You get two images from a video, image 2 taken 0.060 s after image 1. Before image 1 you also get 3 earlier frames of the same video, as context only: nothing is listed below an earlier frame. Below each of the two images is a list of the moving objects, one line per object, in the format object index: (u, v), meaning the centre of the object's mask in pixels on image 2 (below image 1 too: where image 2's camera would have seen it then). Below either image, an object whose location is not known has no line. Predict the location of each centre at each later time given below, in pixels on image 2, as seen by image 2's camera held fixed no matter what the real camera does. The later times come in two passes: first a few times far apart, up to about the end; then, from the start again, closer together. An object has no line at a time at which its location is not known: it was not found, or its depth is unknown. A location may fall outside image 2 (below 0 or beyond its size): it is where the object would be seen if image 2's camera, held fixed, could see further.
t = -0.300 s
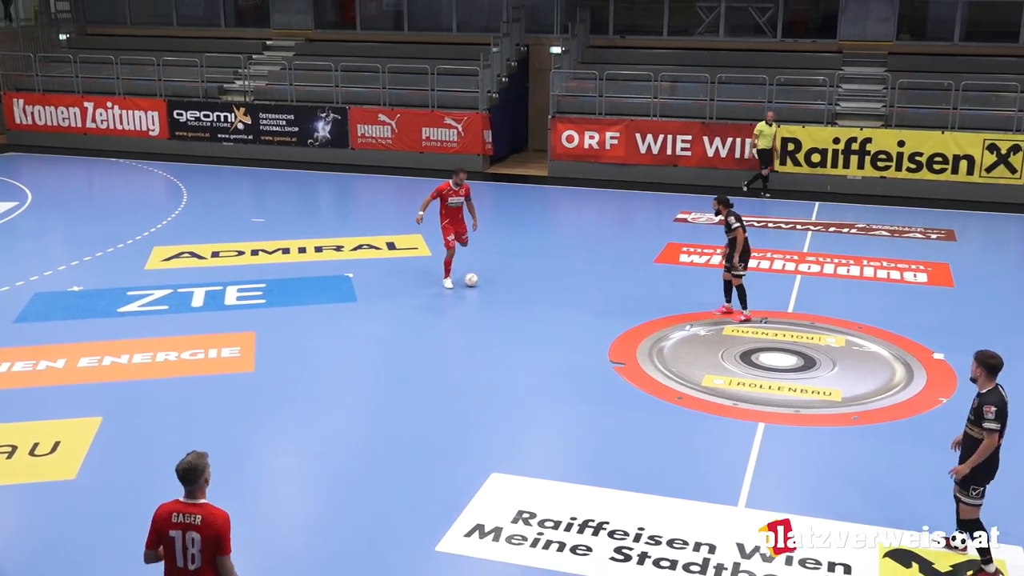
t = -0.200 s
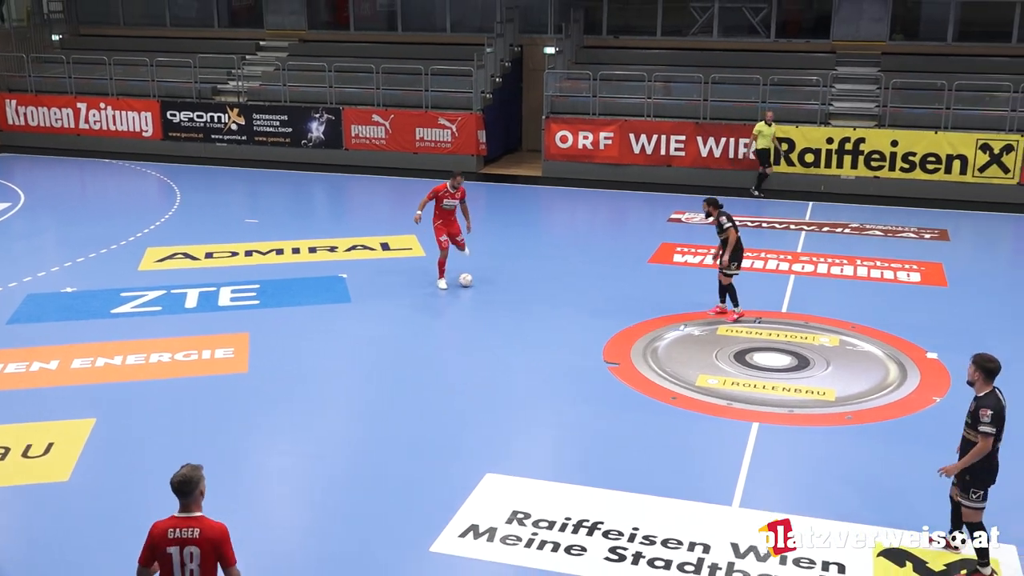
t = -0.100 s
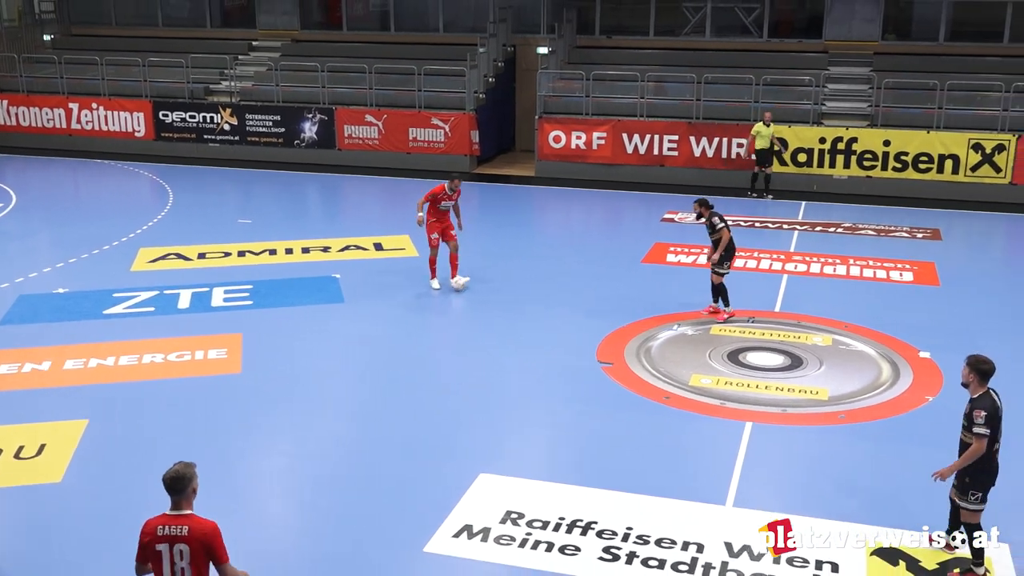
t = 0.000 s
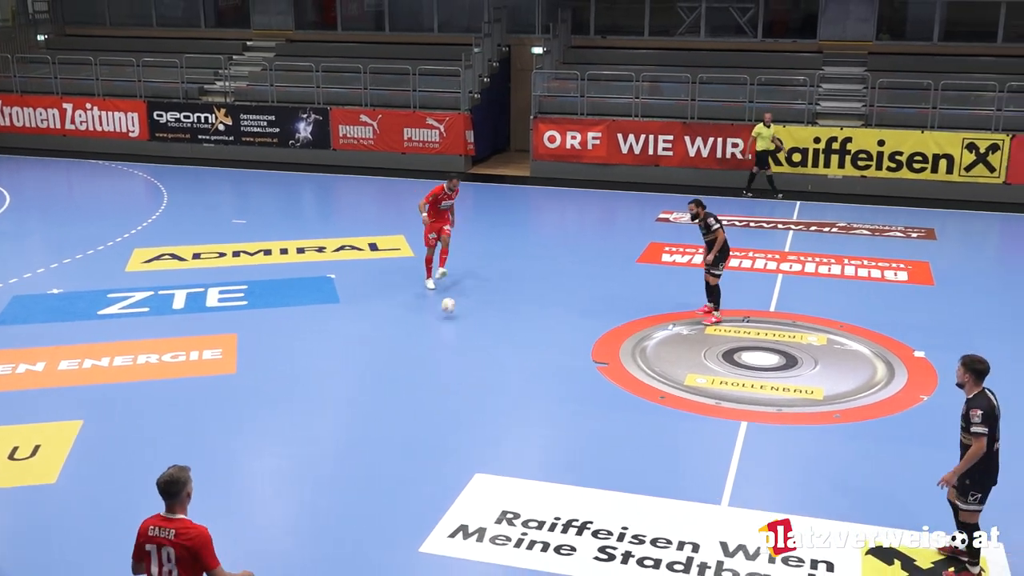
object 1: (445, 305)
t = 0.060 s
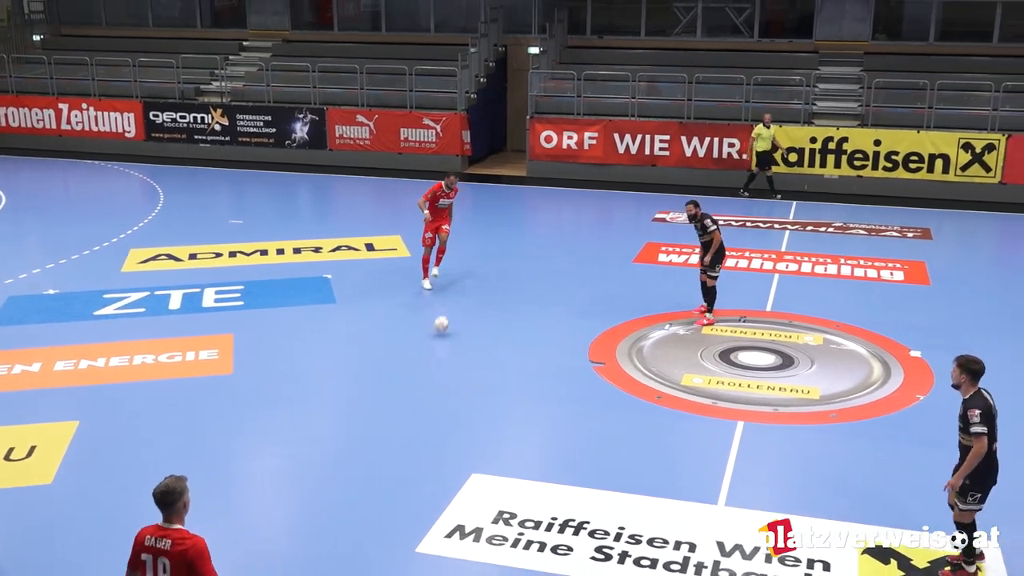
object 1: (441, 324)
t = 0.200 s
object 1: (433, 369)
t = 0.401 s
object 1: (421, 438)
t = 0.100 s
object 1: (439, 338)
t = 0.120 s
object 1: (438, 346)
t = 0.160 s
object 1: (435, 357)
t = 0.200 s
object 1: (433, 369)
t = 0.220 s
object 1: (432, 376)
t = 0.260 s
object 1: (430, 390)
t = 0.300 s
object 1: (428, 403)
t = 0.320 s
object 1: (427, 410)
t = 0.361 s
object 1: (424, 424)
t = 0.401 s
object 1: (421, 438)
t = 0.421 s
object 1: (420, 446)
